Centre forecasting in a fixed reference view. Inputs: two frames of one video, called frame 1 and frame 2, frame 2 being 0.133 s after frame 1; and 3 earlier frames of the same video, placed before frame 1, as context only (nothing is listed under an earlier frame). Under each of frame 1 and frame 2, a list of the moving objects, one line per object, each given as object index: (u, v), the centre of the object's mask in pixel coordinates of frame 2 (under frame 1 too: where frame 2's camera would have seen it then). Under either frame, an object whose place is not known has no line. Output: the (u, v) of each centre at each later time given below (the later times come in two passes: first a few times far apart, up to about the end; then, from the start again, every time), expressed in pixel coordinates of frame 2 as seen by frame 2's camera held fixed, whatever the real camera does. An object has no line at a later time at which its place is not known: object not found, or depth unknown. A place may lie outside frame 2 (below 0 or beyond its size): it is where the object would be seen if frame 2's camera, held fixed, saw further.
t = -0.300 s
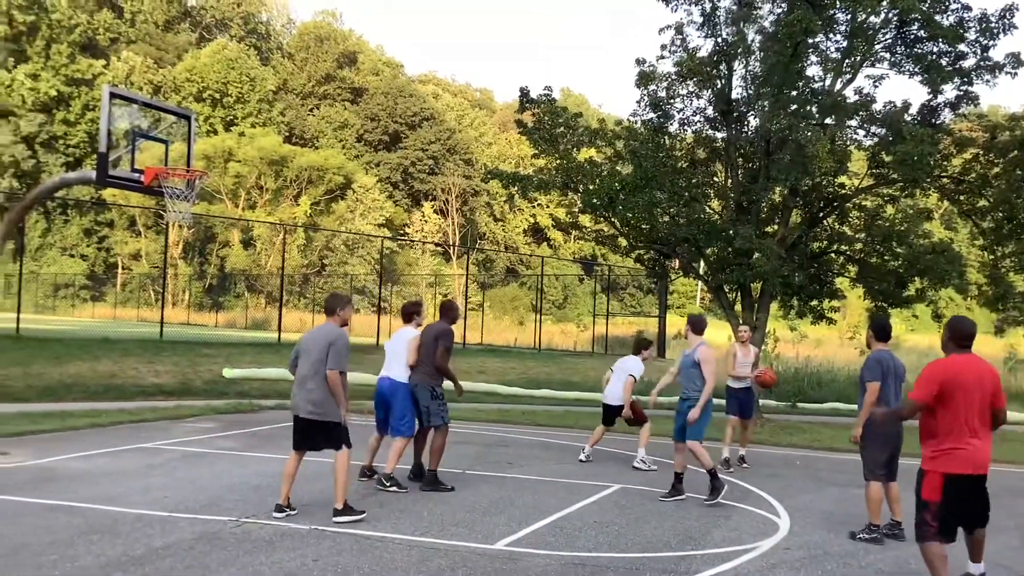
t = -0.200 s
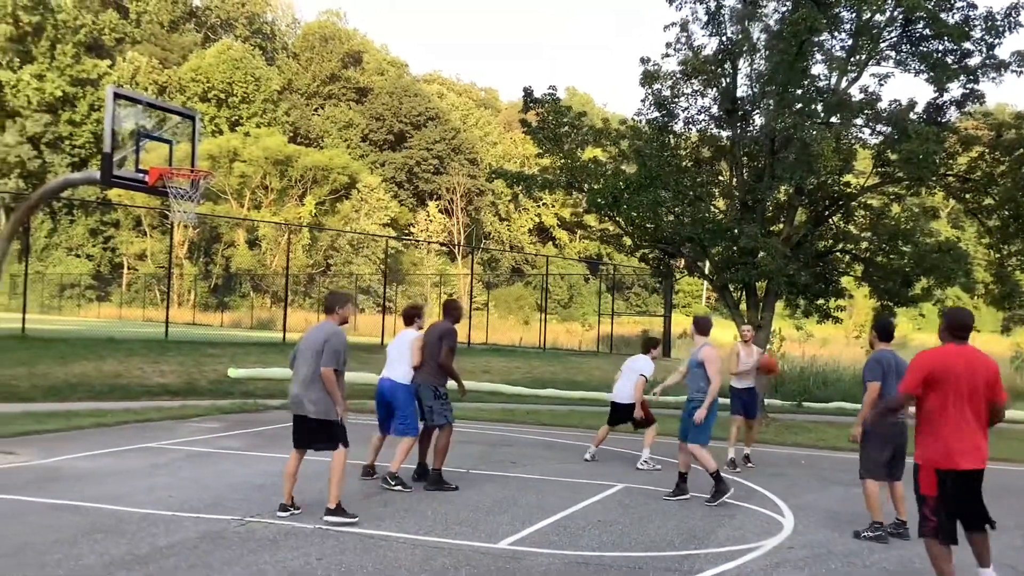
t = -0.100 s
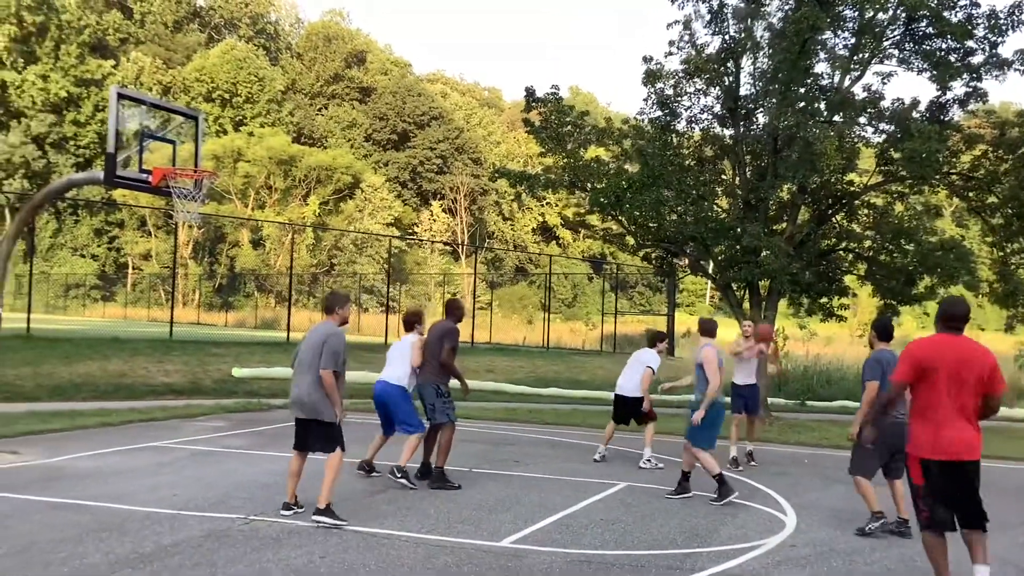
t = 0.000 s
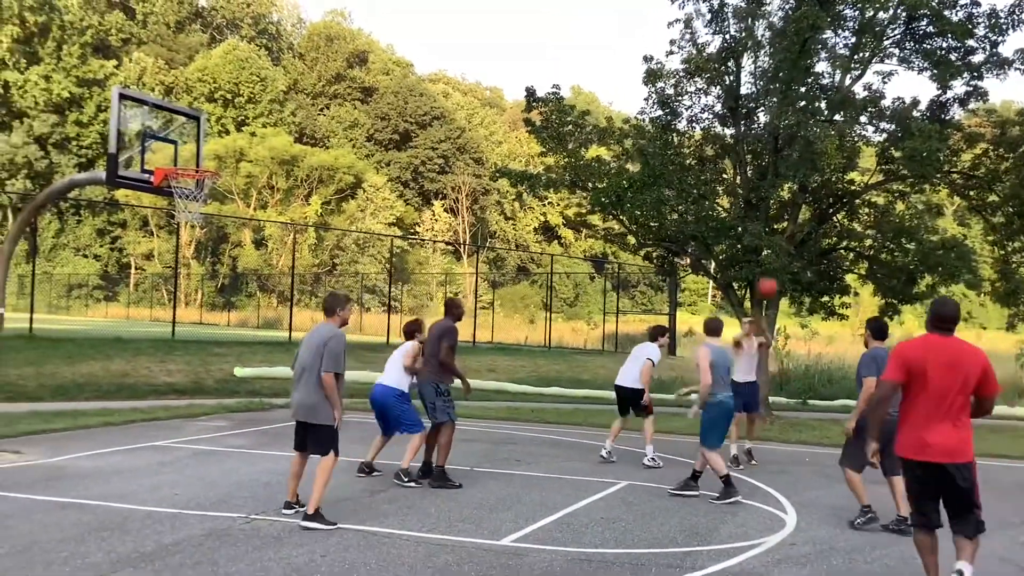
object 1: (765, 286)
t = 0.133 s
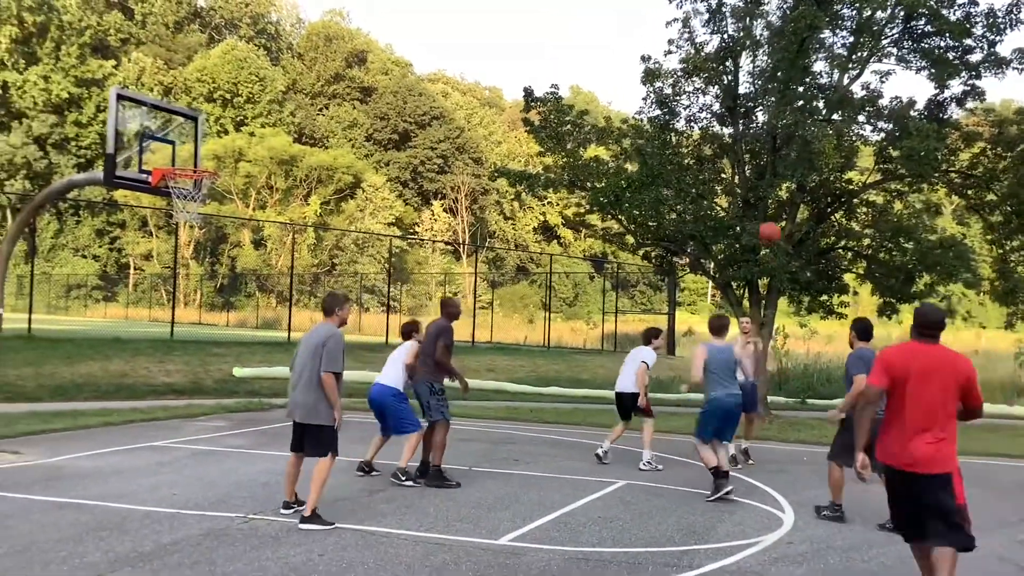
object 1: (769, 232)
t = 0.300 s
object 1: (774, 178)
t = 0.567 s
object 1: (779, 136)
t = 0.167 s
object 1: (771, 221)
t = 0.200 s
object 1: (771, 210)
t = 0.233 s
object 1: (773, 198)
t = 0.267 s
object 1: (773, 188)
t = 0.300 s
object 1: (774, 178)
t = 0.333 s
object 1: (775, 170)
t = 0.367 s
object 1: (776, 163)
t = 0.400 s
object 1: (777, 157)
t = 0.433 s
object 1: (778, 149)
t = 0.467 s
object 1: (779, 144)
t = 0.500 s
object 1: (778, 140)
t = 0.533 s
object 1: (779, 138)
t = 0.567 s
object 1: (779, 136)
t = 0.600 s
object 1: (781, 136)
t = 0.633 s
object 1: (781, 138)
